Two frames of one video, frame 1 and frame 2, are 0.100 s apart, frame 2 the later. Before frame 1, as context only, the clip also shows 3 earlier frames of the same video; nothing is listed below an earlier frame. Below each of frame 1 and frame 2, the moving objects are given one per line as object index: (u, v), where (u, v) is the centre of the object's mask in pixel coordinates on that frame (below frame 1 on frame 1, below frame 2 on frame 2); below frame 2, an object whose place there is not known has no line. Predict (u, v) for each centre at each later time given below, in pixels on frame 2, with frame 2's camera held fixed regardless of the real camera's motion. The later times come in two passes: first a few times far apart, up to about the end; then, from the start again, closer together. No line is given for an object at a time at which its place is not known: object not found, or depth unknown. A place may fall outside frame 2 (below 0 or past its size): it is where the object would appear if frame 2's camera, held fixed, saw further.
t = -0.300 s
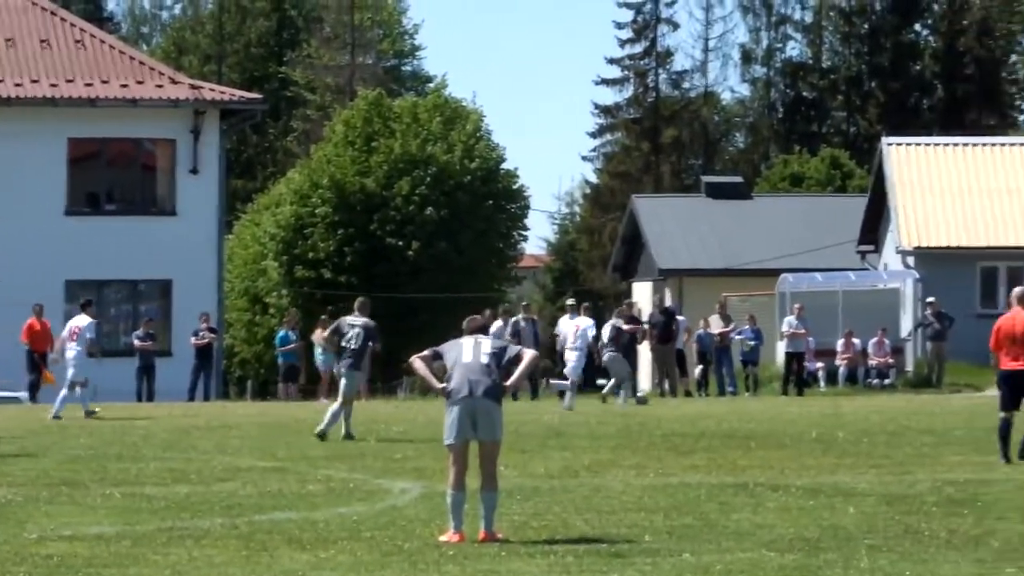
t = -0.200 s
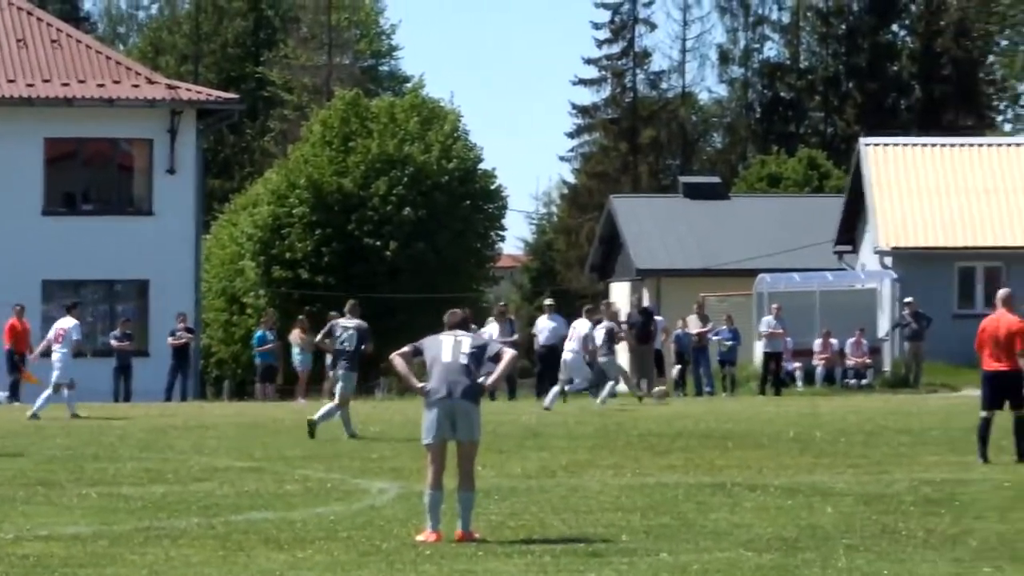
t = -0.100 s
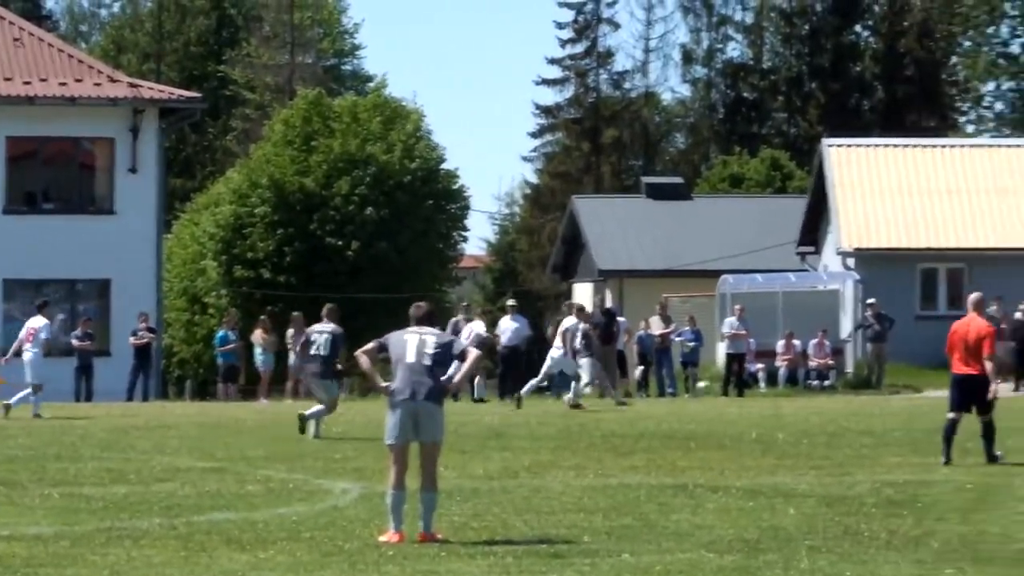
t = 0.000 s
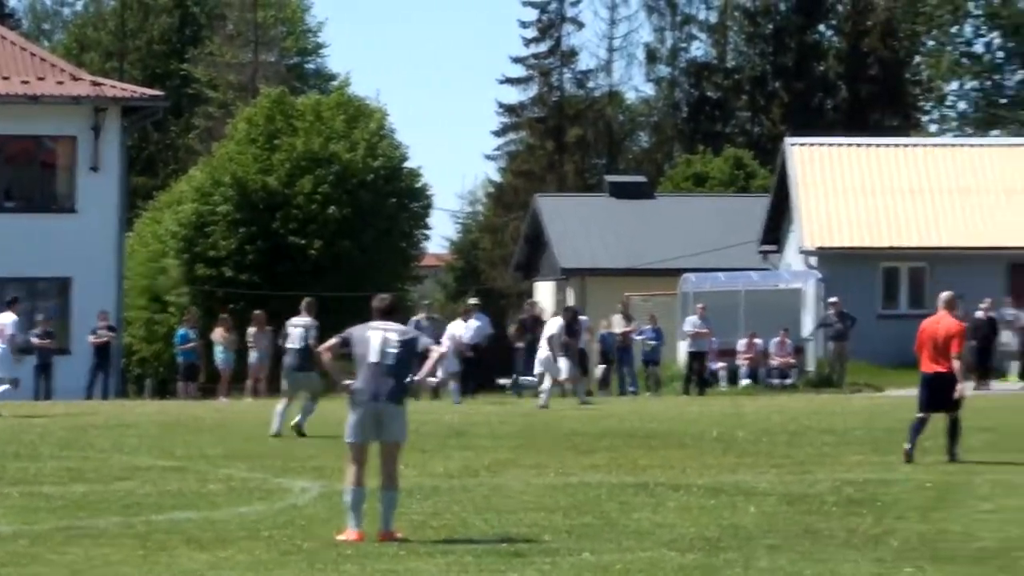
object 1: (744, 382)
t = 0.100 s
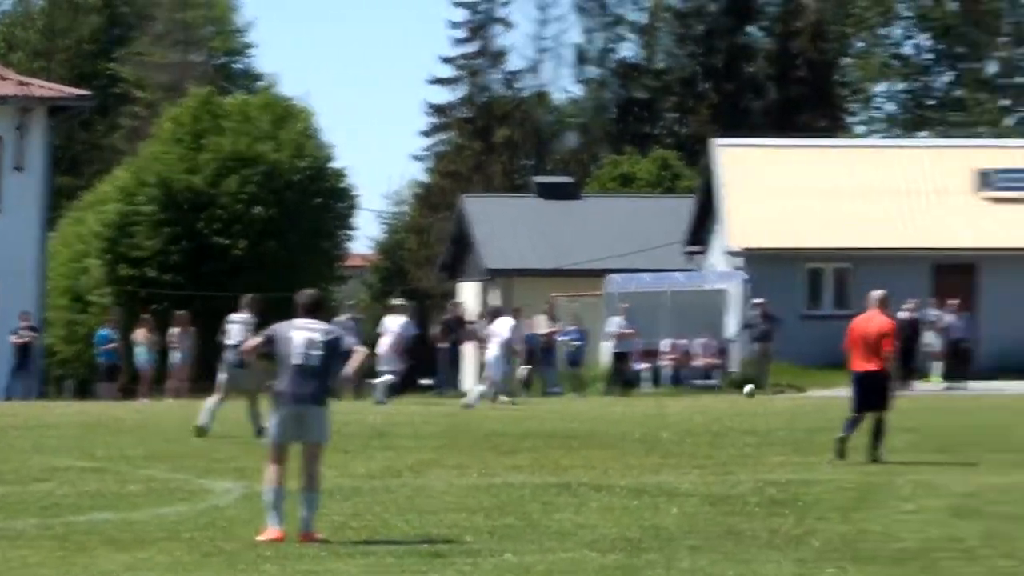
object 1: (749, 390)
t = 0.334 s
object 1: (913, 392)
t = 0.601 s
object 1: (1075, 401)
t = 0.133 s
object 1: (777, 392)
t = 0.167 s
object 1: (804, 397)
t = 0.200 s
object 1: (831, 400)
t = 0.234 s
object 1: (852, 398)
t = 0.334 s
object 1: (913, 392)
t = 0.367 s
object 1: (933, 391)
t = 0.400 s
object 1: (955, 391)
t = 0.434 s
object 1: (977, 392)
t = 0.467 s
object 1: (997, 394)
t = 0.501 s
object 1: (1018, 396)
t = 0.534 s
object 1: (1039, 399)
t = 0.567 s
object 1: (1059, 401)
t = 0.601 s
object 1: (1075, 401)
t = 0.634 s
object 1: (1092, 399)
